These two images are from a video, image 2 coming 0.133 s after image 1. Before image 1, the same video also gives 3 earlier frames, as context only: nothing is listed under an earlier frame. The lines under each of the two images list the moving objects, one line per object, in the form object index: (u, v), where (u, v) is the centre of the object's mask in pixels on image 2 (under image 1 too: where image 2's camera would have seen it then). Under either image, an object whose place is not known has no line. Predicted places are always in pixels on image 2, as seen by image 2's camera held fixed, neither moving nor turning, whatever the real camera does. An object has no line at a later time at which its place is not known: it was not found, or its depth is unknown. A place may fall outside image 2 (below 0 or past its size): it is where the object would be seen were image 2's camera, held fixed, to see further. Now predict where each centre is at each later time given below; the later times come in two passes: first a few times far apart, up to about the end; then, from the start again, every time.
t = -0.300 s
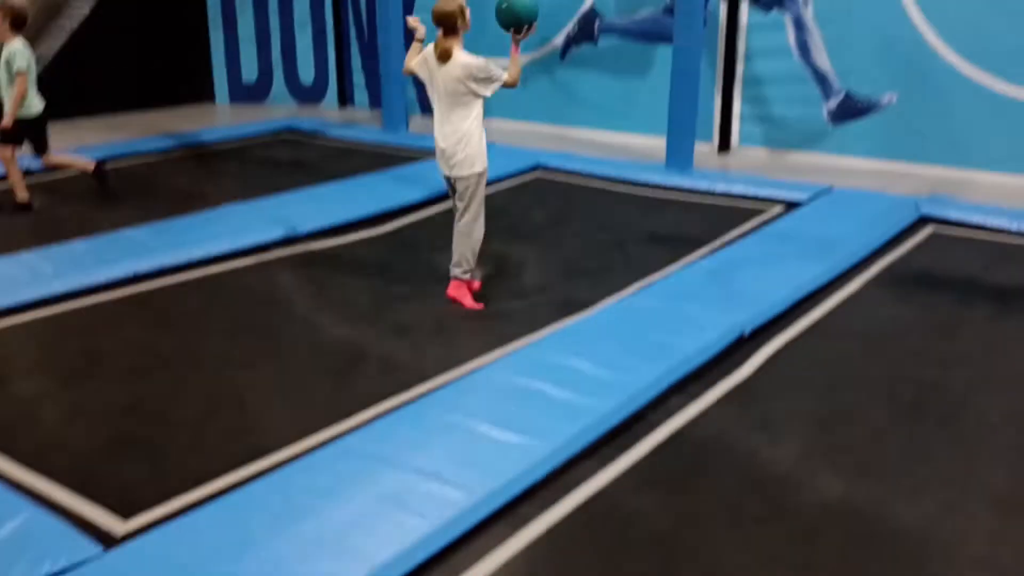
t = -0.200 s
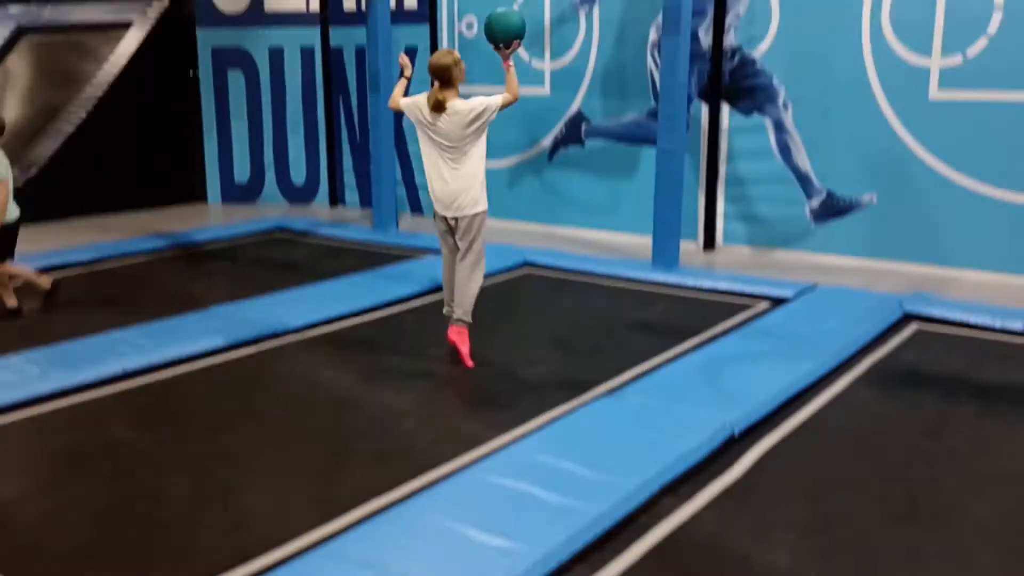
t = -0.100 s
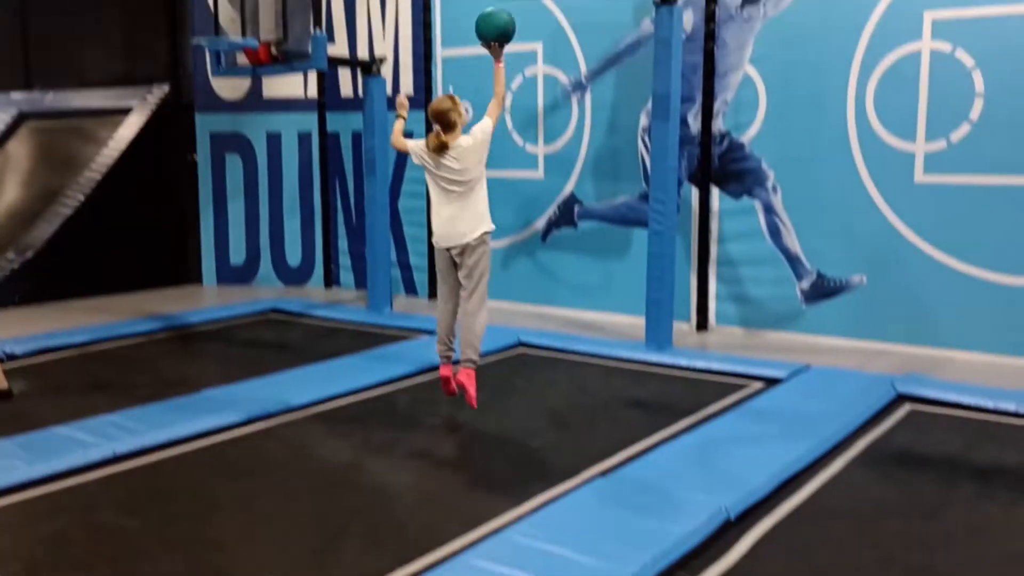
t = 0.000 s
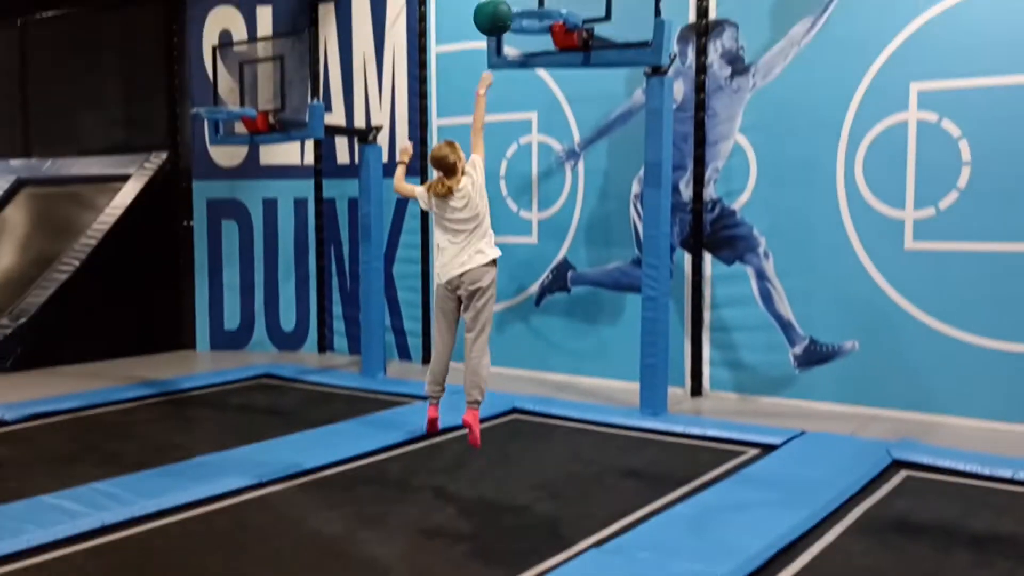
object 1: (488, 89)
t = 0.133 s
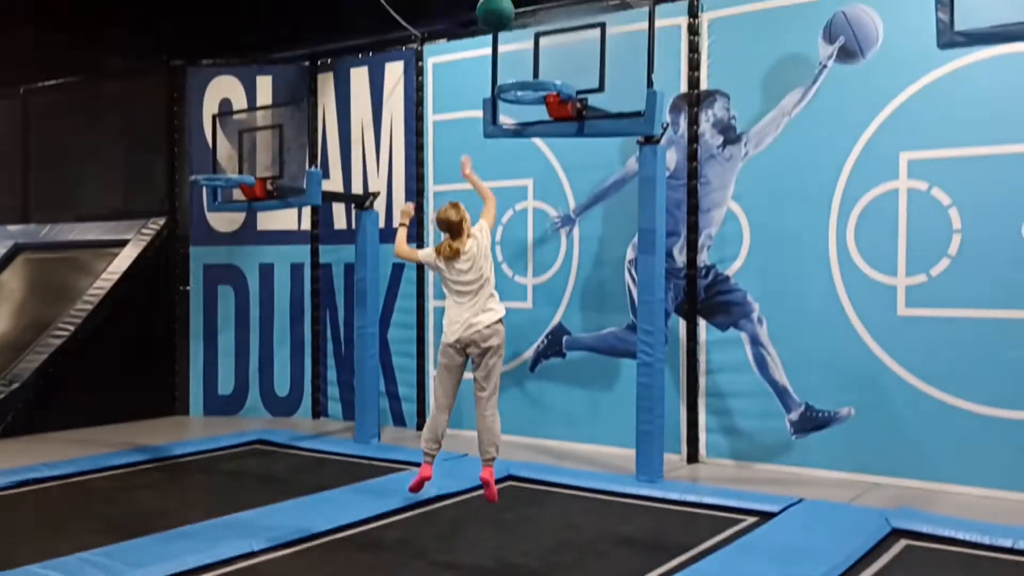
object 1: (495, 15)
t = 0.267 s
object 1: (501, -31)
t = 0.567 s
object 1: (512, -23)
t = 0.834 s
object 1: (479, 53)
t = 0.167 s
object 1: (497, 0)
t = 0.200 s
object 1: (498, -12)
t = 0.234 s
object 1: (499, -22)
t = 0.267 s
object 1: (501, -31)
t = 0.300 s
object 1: (502, -37)
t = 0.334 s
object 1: (504, -41)
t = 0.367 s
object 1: (505, -43)
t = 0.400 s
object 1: (506, -44)
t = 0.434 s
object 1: (507, -43)
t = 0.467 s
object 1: (508, -40)
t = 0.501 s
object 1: (510, -36)
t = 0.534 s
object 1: (511, -30)
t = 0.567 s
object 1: (512, -23)
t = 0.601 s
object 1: (513, -14)
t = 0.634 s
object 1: (514, -5)
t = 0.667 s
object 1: (514, 5)
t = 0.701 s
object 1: (507, 11)
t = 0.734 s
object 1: (500, 18)
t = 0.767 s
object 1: (493, 28)
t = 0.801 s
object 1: (486, 39)
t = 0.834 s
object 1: (479, 53)
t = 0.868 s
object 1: (471, 68)
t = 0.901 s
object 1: (464, 84)
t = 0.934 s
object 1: (457, 102)
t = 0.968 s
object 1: (449, 123)
